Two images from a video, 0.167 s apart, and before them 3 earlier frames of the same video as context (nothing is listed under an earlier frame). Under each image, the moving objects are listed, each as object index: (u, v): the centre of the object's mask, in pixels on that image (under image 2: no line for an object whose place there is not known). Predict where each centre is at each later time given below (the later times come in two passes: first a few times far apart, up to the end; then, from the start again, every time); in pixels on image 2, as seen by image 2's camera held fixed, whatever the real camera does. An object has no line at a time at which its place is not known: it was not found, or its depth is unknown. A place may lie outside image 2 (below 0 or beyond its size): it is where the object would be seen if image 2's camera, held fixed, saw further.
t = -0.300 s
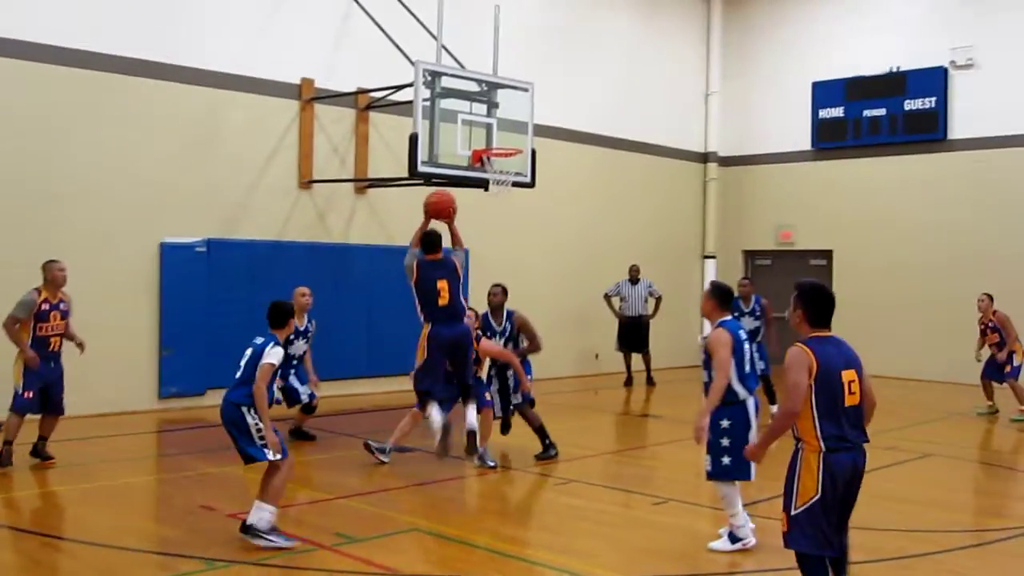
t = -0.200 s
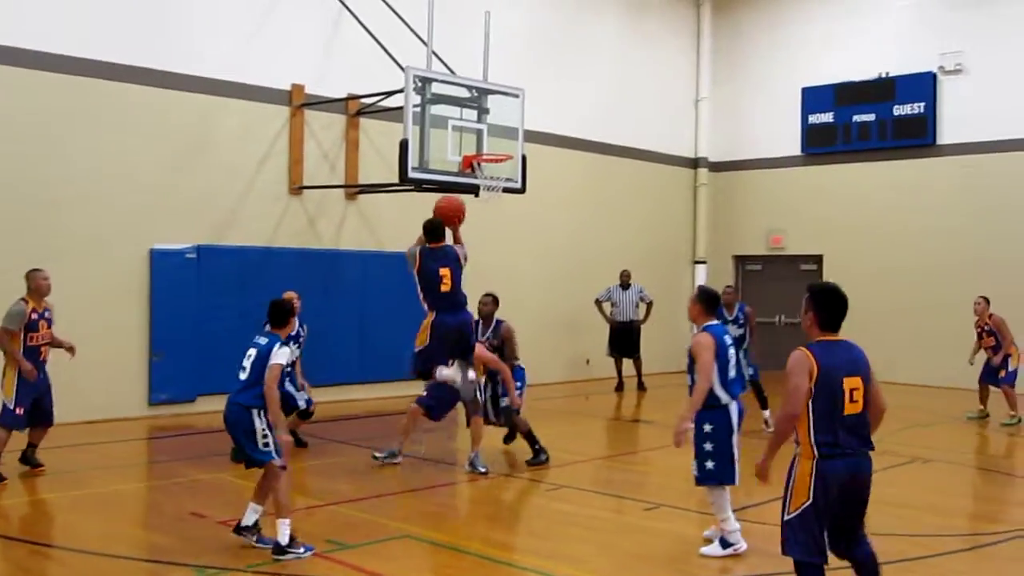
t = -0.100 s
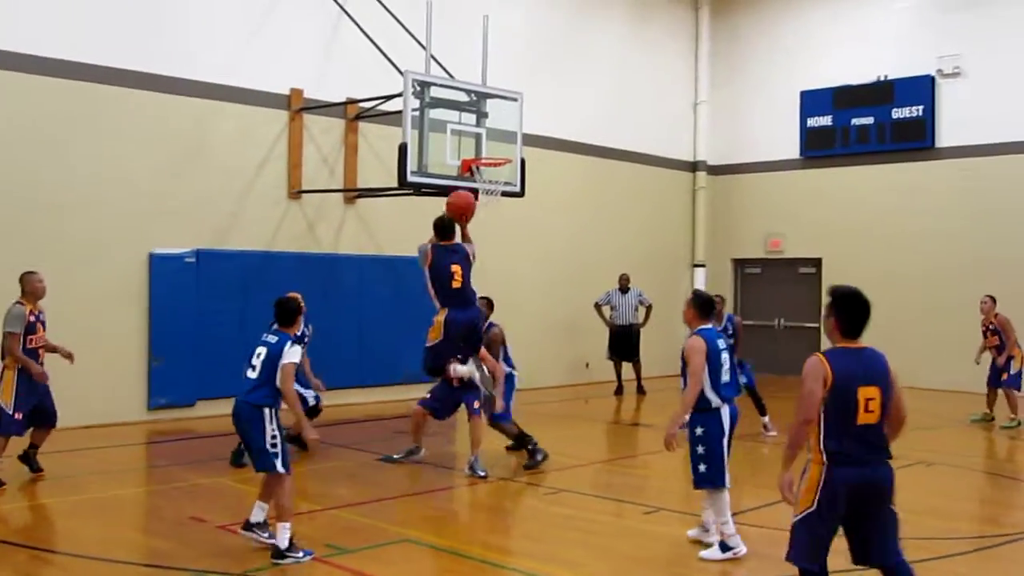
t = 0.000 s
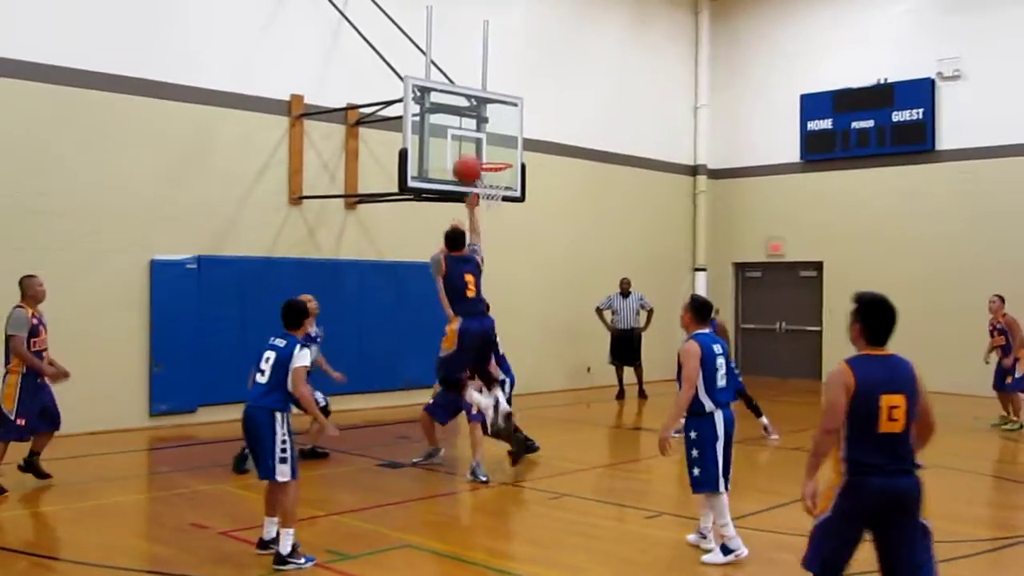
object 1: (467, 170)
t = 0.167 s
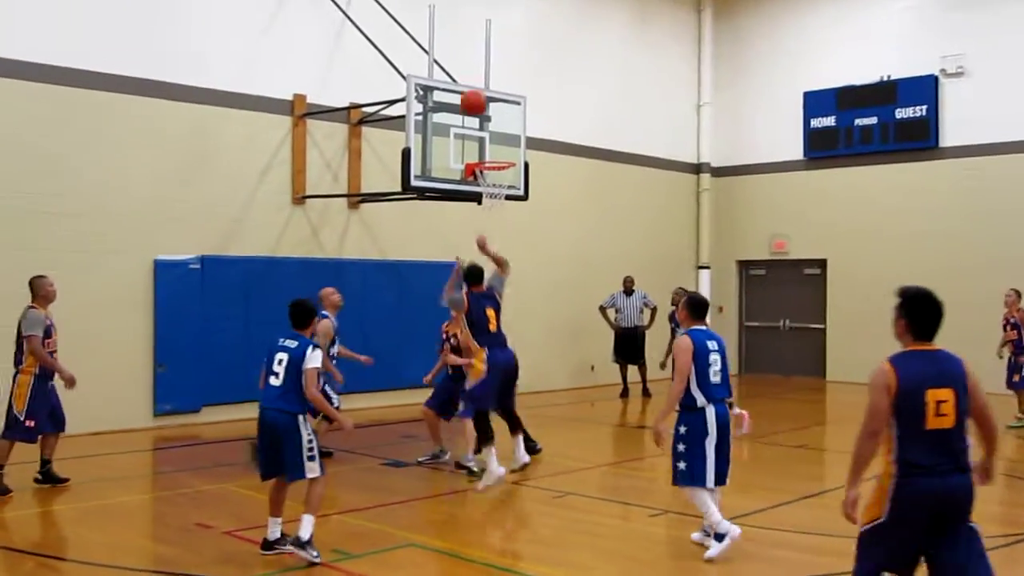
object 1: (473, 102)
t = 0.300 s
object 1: (476, 77)
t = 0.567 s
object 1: (480, 82)
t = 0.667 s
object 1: (481, 101)
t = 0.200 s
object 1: (474, 93)
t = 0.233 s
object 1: (475, 87)
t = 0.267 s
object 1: (476, 81)
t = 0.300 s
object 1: (476, 77)
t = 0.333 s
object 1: (477, 73)
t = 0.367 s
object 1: (477, 71)
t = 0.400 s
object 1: (478, 71)
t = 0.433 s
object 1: (478, 71)
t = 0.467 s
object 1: (479, 72)
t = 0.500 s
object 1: (479, 75)
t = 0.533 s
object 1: (480, 78)
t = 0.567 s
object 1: (480, 82)
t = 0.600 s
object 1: (480, 88)
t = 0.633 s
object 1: (481, 94)
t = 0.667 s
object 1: (481, 101)
